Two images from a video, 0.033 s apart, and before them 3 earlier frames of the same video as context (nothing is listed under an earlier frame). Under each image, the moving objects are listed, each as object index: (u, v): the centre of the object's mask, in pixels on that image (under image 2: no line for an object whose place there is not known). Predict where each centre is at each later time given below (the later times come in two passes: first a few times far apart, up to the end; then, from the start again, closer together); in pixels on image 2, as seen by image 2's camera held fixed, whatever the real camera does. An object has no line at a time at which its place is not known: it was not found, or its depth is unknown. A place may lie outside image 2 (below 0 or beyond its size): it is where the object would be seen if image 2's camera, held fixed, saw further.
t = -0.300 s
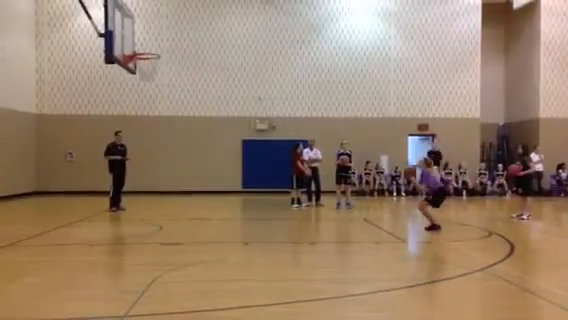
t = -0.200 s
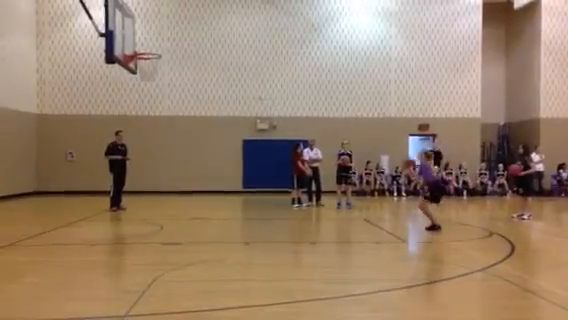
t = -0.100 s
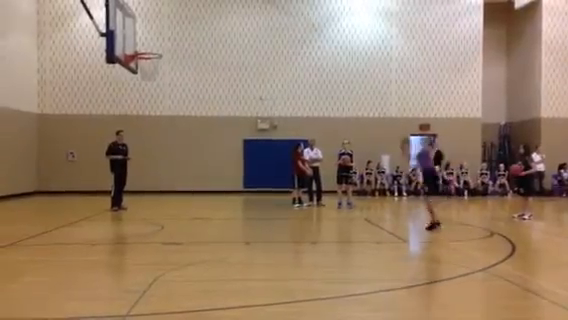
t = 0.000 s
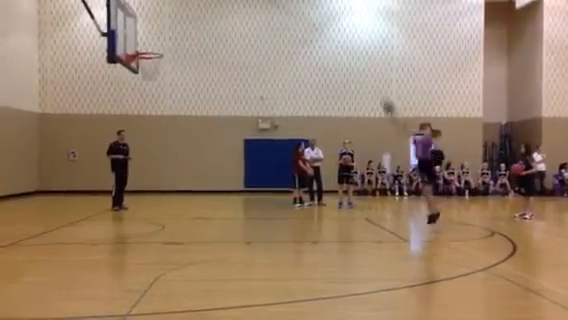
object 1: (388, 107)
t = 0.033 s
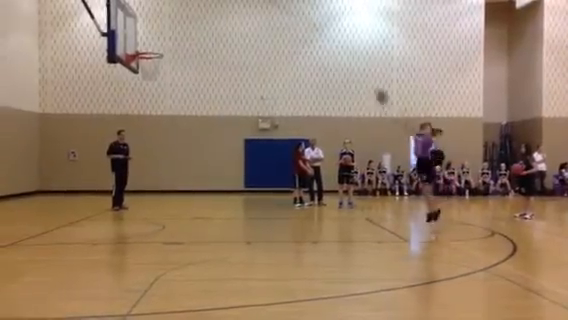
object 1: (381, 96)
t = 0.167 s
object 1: (352, 56)
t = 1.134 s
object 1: (141, 49)
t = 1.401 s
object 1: (140, -1)
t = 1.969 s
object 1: (144, 3)
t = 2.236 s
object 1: (147, 76)
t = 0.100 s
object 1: (367, 74)
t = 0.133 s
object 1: (359, 65)
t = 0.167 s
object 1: (352, 56)
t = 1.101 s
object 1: (148, 42)
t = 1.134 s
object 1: (141, 49)
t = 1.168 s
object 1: (140, 46)
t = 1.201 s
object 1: (140, 36)
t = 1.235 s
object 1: (140, 28)
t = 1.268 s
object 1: (140, 21)
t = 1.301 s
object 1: (140, 14)
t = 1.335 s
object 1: (140, 8)
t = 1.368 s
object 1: (140, 2)
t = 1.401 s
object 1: (140, -1)
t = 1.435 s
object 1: (141, -3)
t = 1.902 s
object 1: (145, -2)
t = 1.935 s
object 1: (144, 0)
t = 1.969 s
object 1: (144, 3)
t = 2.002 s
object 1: (144, 9)
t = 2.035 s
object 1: (145, 17)
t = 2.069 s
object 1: (145, 25)
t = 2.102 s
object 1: (145, 33)
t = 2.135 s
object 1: (146, 43)
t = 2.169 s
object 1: (147, 53)
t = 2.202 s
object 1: (146, 64)
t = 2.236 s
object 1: (147, 76)
